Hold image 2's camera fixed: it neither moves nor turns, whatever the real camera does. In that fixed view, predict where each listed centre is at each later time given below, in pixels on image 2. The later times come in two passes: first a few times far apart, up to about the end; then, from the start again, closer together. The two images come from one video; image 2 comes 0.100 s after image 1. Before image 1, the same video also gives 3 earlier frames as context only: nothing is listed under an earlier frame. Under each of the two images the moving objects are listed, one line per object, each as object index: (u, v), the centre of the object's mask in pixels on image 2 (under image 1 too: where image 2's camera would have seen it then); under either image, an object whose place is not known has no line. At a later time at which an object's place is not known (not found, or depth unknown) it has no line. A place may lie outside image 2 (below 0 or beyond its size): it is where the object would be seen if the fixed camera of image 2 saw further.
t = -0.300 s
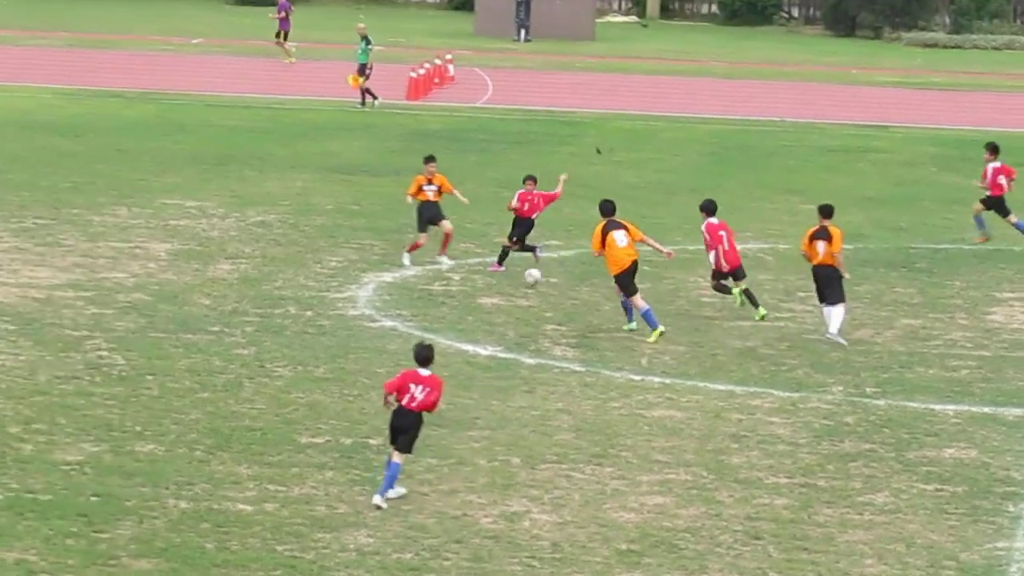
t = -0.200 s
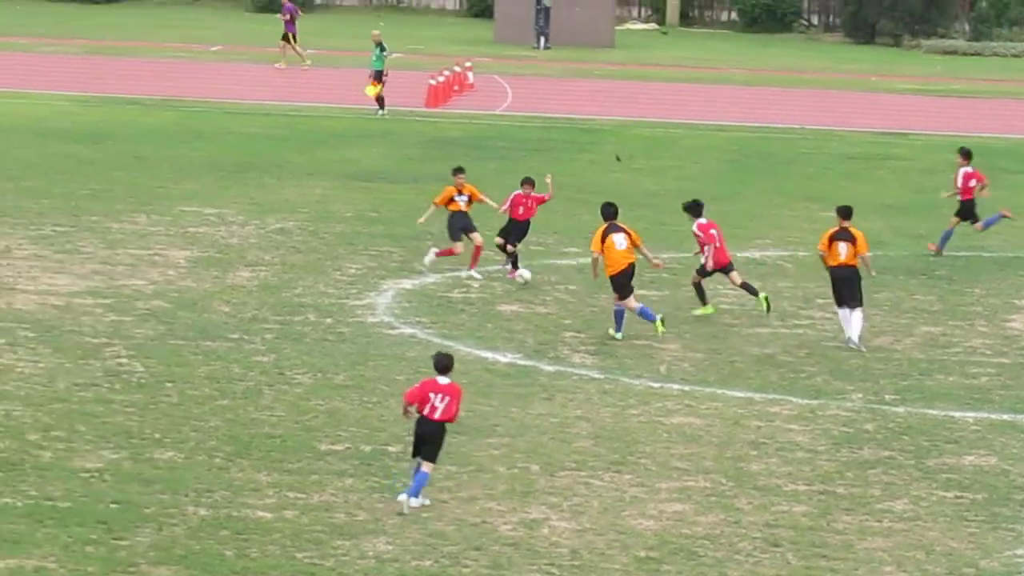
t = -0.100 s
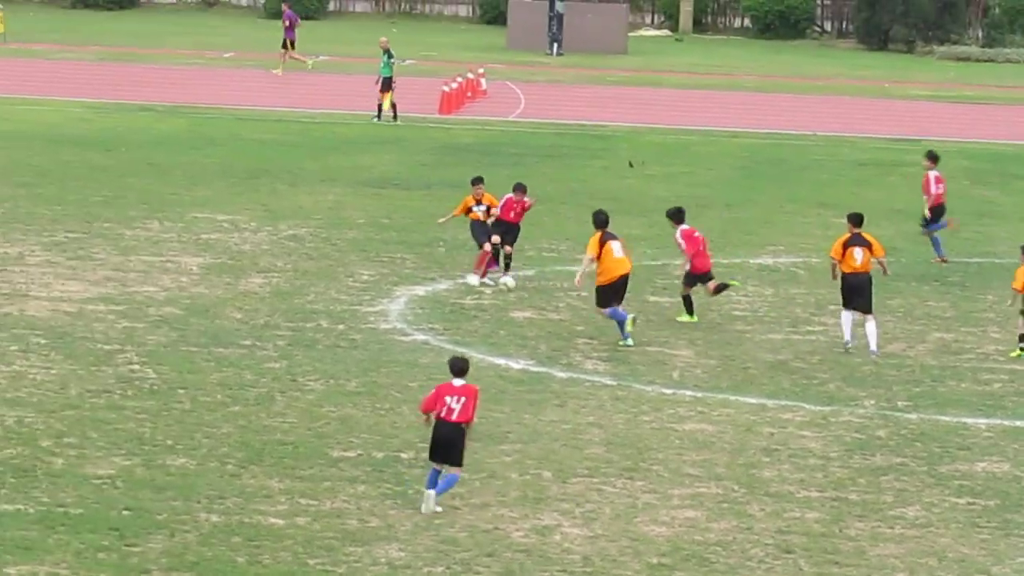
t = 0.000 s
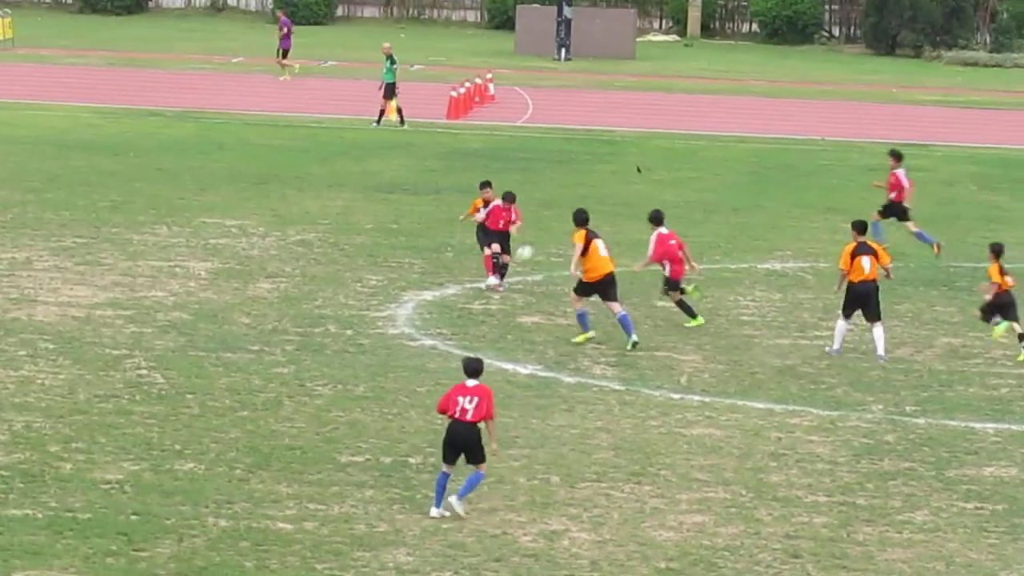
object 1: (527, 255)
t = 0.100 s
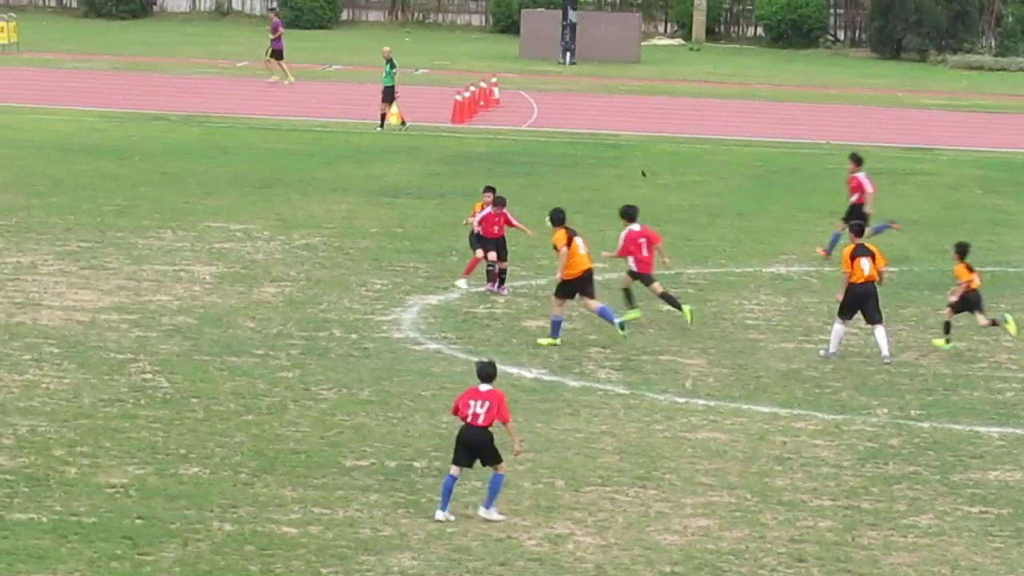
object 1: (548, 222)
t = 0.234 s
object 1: (586, 184)
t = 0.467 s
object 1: (642, 151)
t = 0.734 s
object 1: (693, 157)
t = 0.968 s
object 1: (731, 205)
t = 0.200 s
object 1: (578, 192)
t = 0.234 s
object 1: (586, 184)
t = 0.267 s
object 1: (595, 178)
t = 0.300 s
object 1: (603, 170)
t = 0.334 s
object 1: (610, 165)
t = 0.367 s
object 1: (619, 160)
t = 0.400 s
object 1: (627, 157)
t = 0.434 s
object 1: (635, 153)
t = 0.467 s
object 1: (642, 151)
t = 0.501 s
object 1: (649, 149)
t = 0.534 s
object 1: (656, 148)
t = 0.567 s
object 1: (662, 148)
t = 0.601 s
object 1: (668, 149)
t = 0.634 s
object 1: (675, 149)
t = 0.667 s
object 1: (680, 152)
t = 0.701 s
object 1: (687, 155)
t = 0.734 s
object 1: (693, 157)
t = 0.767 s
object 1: (697, 163)
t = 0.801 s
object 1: (704, 168)
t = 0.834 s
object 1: (708, 174)
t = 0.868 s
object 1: (714, 181)
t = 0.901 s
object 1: (720, 187)
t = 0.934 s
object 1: (725, 196)
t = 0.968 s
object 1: (731, 205)
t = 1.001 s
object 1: (736, 213)
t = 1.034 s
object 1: (740, 224)
